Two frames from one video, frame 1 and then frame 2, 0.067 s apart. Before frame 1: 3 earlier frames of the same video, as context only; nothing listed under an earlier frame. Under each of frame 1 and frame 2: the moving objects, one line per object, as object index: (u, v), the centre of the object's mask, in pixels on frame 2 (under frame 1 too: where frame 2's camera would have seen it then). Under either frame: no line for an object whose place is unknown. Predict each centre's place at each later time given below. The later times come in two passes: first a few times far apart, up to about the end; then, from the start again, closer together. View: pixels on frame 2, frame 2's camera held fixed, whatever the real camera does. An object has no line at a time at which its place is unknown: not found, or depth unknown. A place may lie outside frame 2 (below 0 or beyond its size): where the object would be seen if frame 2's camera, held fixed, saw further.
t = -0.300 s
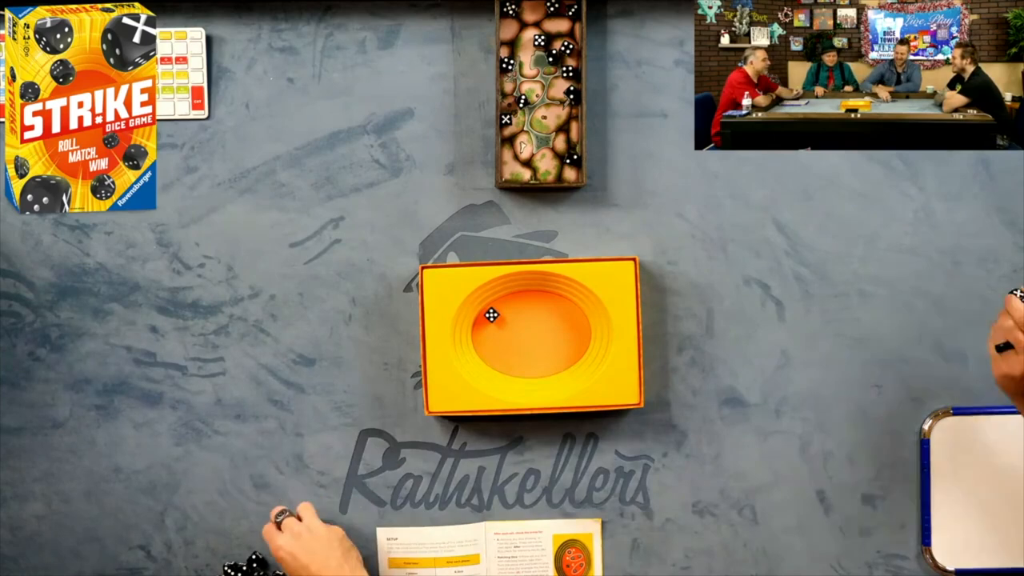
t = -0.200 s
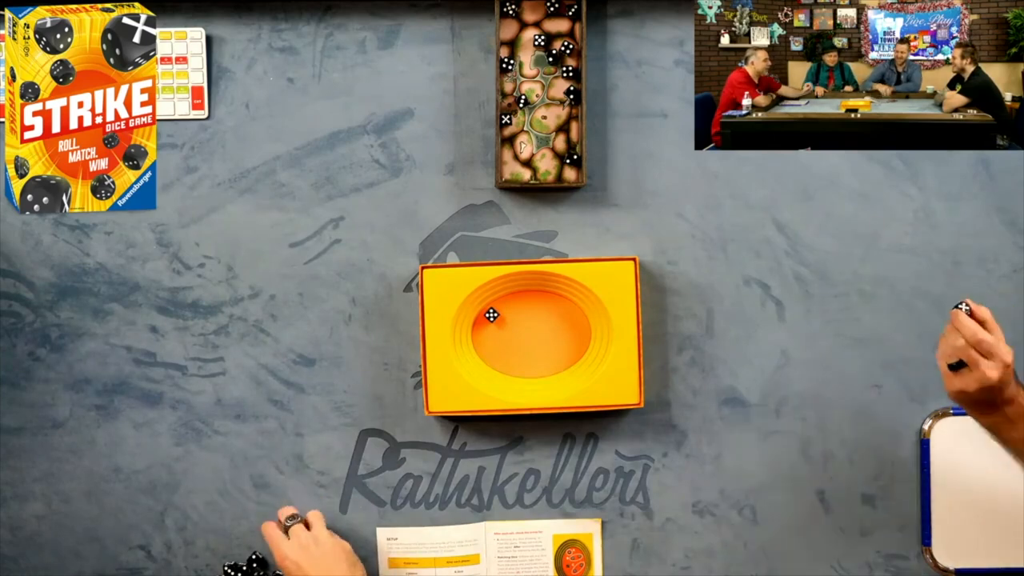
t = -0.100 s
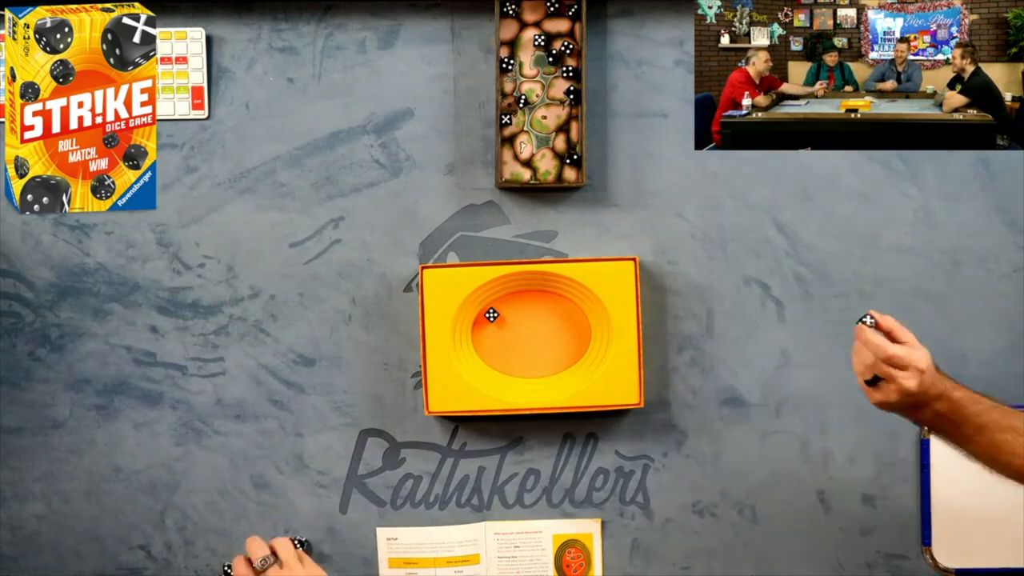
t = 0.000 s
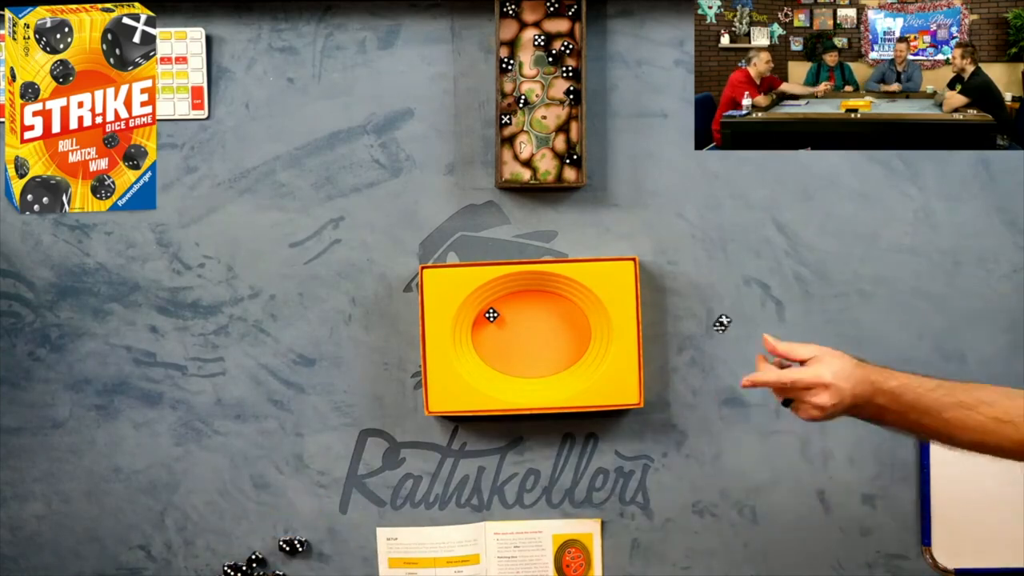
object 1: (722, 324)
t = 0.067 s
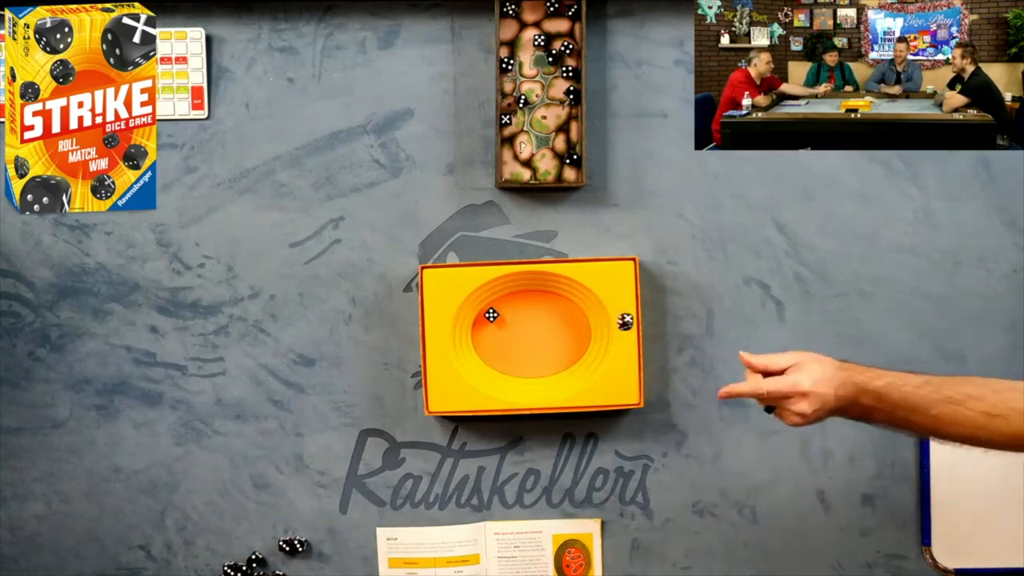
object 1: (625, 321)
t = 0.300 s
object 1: (469, 345)
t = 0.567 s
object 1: (522, 334)
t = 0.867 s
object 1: (532, 370)
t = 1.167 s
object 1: (525, 369)
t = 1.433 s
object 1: (525, 369)
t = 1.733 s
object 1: (525, 369)
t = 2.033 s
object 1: (525, 369)
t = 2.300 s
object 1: (525, 369)
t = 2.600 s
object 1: (525, 369)
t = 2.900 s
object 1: (525, 369)
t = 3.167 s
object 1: (525, 369)
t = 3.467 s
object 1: (525, 369)
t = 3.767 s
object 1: (525, 369)
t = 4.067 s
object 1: (525, 369)
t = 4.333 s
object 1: (525, 369)
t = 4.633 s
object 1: (525, 369)
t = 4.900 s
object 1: (525, 369)
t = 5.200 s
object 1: (525, 369)
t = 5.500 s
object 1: (525, 369)
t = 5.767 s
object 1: (525, 369)
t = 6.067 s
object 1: (525, 369)
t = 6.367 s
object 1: (525, 369)
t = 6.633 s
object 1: (525, 369)
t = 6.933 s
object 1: (525, 369)
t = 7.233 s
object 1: (525, 369)
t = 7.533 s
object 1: (525, 369)
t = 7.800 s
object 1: (525, 369)
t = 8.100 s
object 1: (525, 369)
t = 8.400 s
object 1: (525, 369)
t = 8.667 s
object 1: (525, 369)
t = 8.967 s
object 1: (525, 369)
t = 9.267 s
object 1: (525, 369)
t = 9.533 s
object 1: (525, 369)
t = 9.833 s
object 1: (525, 369)
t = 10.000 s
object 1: (525, 369)
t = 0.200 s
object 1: (472, 342)
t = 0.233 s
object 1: (470, 343)
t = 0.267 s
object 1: (469, 345)
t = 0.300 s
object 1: (469, 345)
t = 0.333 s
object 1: (468, 346)
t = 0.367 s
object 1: (468, 346)
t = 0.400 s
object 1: (481, 341)
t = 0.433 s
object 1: (491, 337)
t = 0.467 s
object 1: (498, 333)
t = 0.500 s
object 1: (506, 330)
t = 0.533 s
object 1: (514, 332)
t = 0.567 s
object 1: (522, 334)
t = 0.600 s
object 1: (528, 337)
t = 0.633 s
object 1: (534, 340)
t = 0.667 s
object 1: (539, 344)
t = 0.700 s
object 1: (543, 351)
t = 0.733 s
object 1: (544, 358)
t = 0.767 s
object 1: (542, 363)
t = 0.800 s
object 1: (540, 365)
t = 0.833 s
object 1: (537, 368)
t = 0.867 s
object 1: (532, 370)
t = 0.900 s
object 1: (527, 369)
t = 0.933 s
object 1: (525, 369)
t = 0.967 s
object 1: (525, 369)
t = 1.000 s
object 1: (525, 369)
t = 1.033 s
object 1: (525, 369)
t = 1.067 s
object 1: (525, 369)
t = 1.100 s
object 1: (525, 369)
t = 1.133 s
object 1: (525, 369)
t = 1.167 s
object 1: (525, 369)
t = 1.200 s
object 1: (525, 369)
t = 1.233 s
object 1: (525, 369)
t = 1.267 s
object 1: (525, 369)
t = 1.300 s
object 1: (525, 369)
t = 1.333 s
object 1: (525, 369)
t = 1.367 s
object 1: (525, 369)
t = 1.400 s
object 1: (525, 369)
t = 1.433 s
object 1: (525, 369)
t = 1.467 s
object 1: (525, 369)
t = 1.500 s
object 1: (525, 369)
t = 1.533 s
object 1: (525, 369)
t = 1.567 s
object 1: (525, 369)
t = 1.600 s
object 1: (525, 369)
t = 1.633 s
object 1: (525, 369)
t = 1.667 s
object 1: (525, 369)
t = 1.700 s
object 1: (525, 369)
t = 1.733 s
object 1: (525, 369)
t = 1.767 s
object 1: (525, 369)
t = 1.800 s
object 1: (525, 369)
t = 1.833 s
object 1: (525, 369)
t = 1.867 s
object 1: (525, 369)
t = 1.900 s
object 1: (525, 369)
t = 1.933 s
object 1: (525, 369)
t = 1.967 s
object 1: (525, 369)
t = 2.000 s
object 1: (525, 369)
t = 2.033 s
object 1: (525, 369)
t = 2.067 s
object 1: (525, 369)
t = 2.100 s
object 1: (525, 369)
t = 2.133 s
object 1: (525, 369)
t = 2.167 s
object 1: (525, 369)
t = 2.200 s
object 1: (525, 369)
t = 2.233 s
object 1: (525, 369)
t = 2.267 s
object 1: (525, 369)
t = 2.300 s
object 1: (525, 369)
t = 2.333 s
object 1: (525, 369)
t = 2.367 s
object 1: (525, 369)
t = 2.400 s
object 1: (525, 369)
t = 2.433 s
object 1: (525, 369)
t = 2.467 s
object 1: (525, 369)
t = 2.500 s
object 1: (525, 369)
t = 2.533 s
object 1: (525, 369)
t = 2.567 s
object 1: (525, 369)
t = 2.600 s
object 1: (525, 369)
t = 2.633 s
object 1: (525, 369)
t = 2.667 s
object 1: (525, 369)
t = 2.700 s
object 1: (525, 369)
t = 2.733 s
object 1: (525, 369)
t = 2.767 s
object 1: (525, 369)
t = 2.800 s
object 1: (525, 369)
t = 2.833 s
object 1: (525, 369)
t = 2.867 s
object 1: (525, 369)
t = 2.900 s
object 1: (525, 369)
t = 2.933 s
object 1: (525, 369)
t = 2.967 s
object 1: (525, 369)
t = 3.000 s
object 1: (525, 369)
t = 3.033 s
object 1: (525, 369)
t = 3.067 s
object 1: (525, 369)
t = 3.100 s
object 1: (525, 369)
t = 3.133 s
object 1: (525, 369)
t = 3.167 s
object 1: (525, 369)
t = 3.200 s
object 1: (525, 369)
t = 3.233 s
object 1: (525, 369)
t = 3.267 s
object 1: (525, 369)
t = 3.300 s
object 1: (525, 369)
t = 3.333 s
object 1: (525, 369)
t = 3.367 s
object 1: (525, 369)
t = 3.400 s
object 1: (525, 369)
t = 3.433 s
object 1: (525, 369)
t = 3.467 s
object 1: (525, 369)
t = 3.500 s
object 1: (525, 369)
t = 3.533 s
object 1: (525, 369)
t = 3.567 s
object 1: (525, 369)
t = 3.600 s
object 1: (525, 369)
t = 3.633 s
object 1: (525, 369)
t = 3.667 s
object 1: (525, 369)
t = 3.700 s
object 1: (525, 369)
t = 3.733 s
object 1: (525, 369)
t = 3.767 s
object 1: (525, 369)
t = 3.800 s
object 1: (525, 369)
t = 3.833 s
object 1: (525, 369)
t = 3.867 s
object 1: (525, 369)
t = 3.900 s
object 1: (525, 369)
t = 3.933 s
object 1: (525, 369)
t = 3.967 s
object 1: (525, 369)
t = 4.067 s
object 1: (525, 369)
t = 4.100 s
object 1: (525, 369)
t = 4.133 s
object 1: (525, 369)
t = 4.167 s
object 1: (525, 369)
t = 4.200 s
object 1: (525, 369)
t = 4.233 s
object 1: (525, 369)
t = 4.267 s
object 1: (525, 369)
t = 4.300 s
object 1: (525, 369)
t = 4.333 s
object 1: (525, 369)
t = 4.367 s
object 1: (525, 369)
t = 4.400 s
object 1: (525, 369)
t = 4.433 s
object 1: (525, 369)
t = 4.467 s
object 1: (525, 369)
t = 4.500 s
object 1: (525, 369)
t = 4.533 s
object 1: (525, 369)
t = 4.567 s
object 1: (525, 369)
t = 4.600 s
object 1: (525, 369)
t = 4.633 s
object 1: (525, 369)
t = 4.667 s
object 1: (525, 369)
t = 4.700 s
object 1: (525, 369)
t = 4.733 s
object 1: (525, 369)
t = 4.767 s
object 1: (525, 369)
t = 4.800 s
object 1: (525, 369)
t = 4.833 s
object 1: (525, 369)
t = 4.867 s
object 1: (525, 369)
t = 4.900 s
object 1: (525, 369)
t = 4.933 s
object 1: (525, 369)
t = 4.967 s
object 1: (525, 369)
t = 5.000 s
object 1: (525, 369)
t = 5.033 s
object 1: (525, 369)
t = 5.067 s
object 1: (525, 369)
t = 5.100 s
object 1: (525, 369)
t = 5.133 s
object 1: (525, 369)
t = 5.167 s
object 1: (525, 369)
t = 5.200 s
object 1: (525, 369)
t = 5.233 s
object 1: (525, 369)
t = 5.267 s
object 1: (525, 369)
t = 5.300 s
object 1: (525, 369)
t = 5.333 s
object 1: (525, 369)
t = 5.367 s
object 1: (525, 369)
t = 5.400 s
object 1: (525, 369)
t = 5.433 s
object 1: (525, 369)
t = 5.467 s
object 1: (525, 369)
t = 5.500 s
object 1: (525, 369)
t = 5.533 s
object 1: (525, 369)
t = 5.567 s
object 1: (525, 369)
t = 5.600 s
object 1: (525, 369)
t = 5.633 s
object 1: (525, 369)
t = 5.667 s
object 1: (525, 369)
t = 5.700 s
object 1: (525, 369)
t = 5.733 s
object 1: (525, 369)
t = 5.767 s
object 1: (525, 369)
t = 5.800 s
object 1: (525, 369)
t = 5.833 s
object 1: (525, 369)
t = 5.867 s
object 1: (525, 369)
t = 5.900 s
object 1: (525, 369)
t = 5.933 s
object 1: (525, 369)
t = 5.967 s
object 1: (525, 369)
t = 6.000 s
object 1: (525, 369)
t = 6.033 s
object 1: (525, 369)
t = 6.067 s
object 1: (525, 369)
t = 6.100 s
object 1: (525, 369)
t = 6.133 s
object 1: (525, 369)
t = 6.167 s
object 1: (525, 369)
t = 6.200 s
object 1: (525, 369)
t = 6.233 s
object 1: (525, 369)
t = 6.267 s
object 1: (525, 369)
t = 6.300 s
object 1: (525, 369)
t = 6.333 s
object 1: (525, 369)
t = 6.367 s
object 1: (525, 369)
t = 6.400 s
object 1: (525, 369)
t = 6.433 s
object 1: (525, 369)
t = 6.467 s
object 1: (525, 369)
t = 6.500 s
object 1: (525, 369)
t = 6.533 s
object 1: (525, 369)
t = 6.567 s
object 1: (525, 369)
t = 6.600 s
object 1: (525, 369)
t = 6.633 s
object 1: (525, 369)
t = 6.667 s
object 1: (525, 369)
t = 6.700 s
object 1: (525, 369)
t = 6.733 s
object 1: (525, 369)
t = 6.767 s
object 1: (525, 369)
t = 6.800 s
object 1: (525, 369)
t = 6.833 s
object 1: (525, 369)
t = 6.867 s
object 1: (525, 369)
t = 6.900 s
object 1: (525, 369)
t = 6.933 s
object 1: (525, 369)
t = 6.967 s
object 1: (525, 369)
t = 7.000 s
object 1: (525, 369)
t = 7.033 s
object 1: (525, 369)
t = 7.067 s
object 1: (525, 369)
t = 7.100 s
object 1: (525, 369)
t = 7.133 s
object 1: (525, 369)
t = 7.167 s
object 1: (525, 369)
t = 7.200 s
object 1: (525, 369)
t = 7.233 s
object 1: (525, 369)
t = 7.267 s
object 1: (525, 369)
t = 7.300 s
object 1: (525, 369)
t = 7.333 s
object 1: (525, 369)
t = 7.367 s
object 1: (525, 369)
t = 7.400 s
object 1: (525, 369)
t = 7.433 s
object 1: (525, 369)
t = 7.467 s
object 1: (525, 369)
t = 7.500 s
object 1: (525, 369)
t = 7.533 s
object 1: (525, 369)
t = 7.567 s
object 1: (525, 369)
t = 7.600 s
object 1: (525, 369)
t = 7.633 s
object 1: (525, 369)
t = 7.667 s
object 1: (525, 369)
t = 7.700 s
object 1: (525, 369)
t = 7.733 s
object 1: (525, 369)
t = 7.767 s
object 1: (525, 369)
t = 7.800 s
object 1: (525, 369)
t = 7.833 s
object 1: (525, 369)
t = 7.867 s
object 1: (525, 369)
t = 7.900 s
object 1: (525, 369)
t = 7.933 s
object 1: (525, 369)
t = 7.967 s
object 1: (525, 369)
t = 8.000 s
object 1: (525, 369)
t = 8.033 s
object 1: (525, 369)
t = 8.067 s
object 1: (525, 369)
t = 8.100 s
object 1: (525, 369)
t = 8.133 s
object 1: (525, 369)
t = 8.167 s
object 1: (525, 369)
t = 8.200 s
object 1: (525, 369)
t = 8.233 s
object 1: (525, 369)
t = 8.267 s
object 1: (525, 369)
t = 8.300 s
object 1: (525, 369)
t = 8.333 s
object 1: (525, 369)
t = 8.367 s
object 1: (525, 369)
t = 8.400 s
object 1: (525, 369)
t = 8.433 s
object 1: (525, 369)
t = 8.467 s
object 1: (525, 369)
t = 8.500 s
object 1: (525, 369)
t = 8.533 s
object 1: (525, 369)
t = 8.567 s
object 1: (525, 369)
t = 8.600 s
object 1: (525, 369)
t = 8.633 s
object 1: (525, 369)
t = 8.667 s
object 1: (525, 369)
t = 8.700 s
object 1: (525, 369)
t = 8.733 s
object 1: (525, 369)
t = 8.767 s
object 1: (525, 369)
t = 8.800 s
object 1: (525, 369)
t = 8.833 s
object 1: (525, 369)
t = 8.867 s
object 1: (525, 369)
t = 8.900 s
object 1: (525, 369)
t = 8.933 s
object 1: (525, 369)
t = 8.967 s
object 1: (525, 369)
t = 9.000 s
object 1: (525, 369)
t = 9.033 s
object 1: (525, 369)
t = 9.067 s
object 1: (525, 369)
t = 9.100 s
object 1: (525, 369)
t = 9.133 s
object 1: (525, 369)
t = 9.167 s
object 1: (525, 369)
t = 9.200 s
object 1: (525, 369)
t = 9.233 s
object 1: (525, 369)
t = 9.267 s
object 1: (525, 369)
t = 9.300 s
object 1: (525, 369)
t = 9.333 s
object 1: (525, 369)
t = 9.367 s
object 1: (525, 369)
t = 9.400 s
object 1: (525, 369)
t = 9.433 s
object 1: (525, 369)
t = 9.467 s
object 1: (525, 369)
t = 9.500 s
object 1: (525, 369)
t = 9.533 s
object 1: (525, 369)
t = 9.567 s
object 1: (525, 369)
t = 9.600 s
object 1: (525, 369)
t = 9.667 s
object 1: (525, 369)
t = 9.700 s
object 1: (525, 369)
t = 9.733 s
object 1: (525, 369)
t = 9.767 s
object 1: (525, 369)
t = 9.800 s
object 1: (525, 369)
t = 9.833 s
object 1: (525, 369)
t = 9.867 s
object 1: (525, 369)
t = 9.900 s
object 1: (525, 369)
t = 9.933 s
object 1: (525, 369)
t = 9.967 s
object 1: (525, 369)
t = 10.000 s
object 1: (525, 369)
